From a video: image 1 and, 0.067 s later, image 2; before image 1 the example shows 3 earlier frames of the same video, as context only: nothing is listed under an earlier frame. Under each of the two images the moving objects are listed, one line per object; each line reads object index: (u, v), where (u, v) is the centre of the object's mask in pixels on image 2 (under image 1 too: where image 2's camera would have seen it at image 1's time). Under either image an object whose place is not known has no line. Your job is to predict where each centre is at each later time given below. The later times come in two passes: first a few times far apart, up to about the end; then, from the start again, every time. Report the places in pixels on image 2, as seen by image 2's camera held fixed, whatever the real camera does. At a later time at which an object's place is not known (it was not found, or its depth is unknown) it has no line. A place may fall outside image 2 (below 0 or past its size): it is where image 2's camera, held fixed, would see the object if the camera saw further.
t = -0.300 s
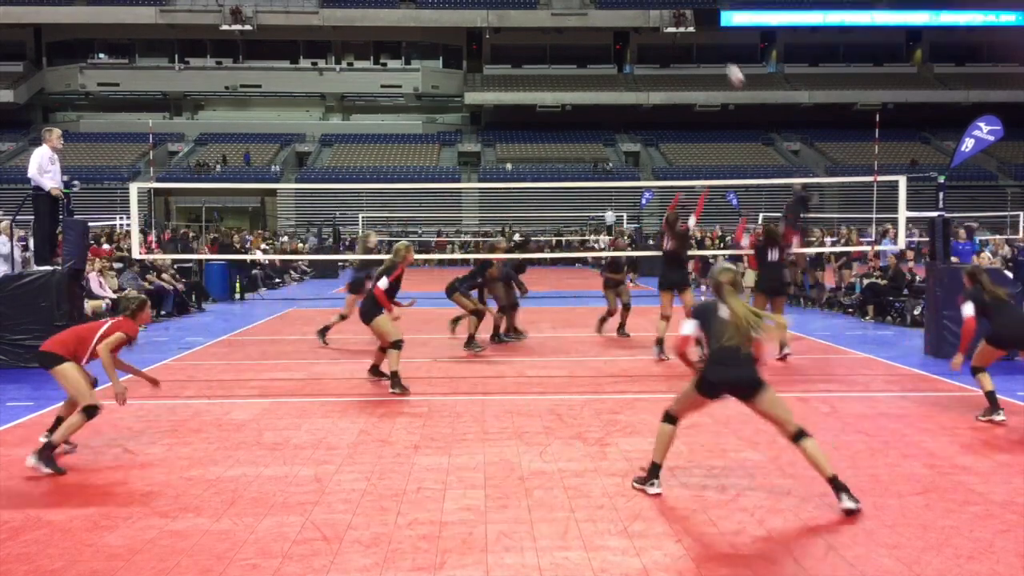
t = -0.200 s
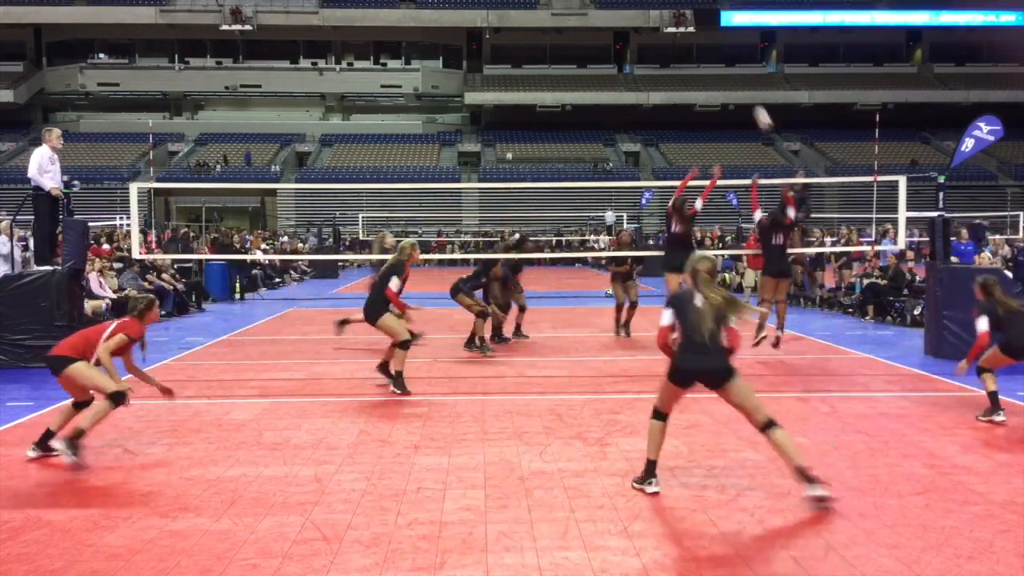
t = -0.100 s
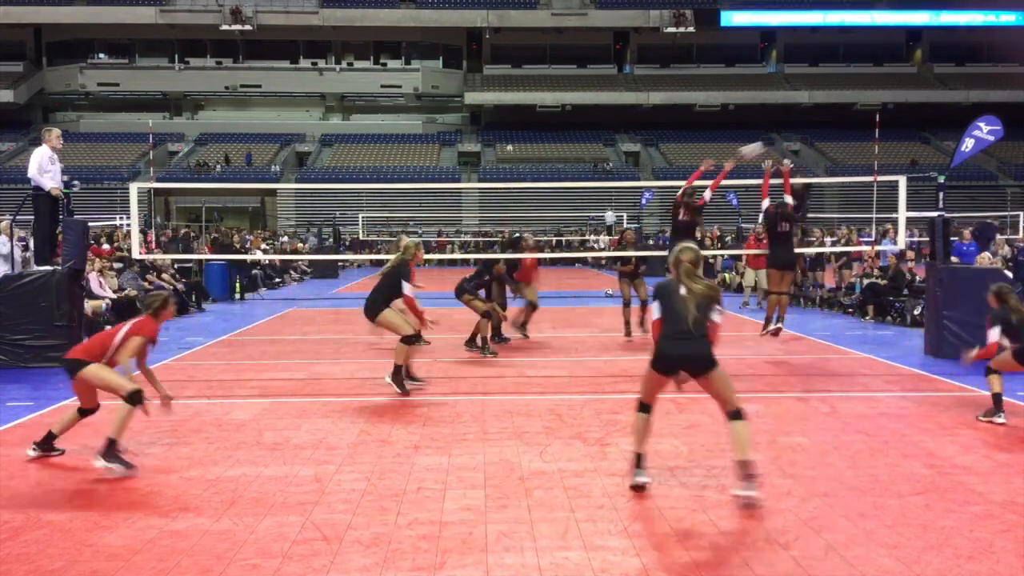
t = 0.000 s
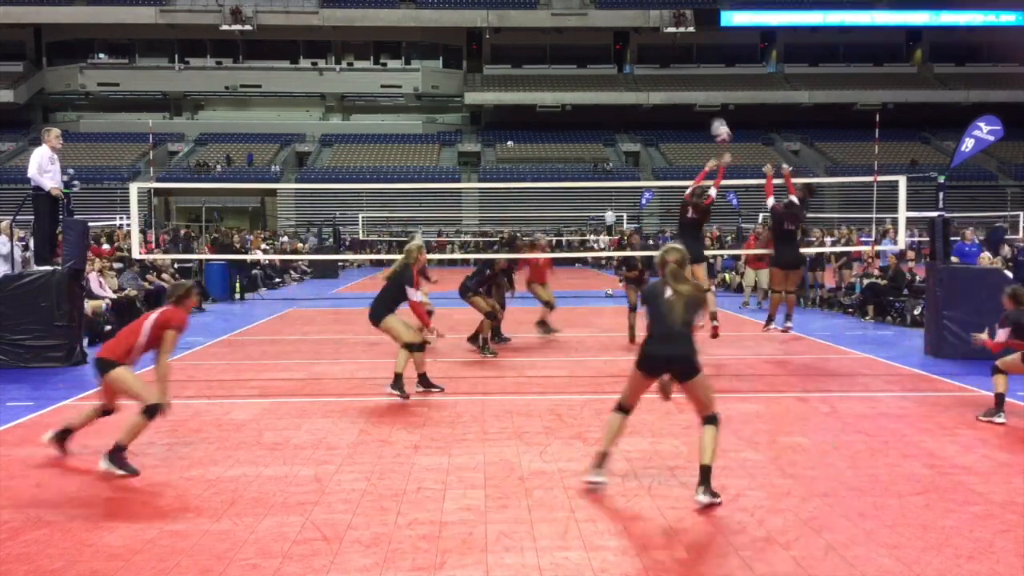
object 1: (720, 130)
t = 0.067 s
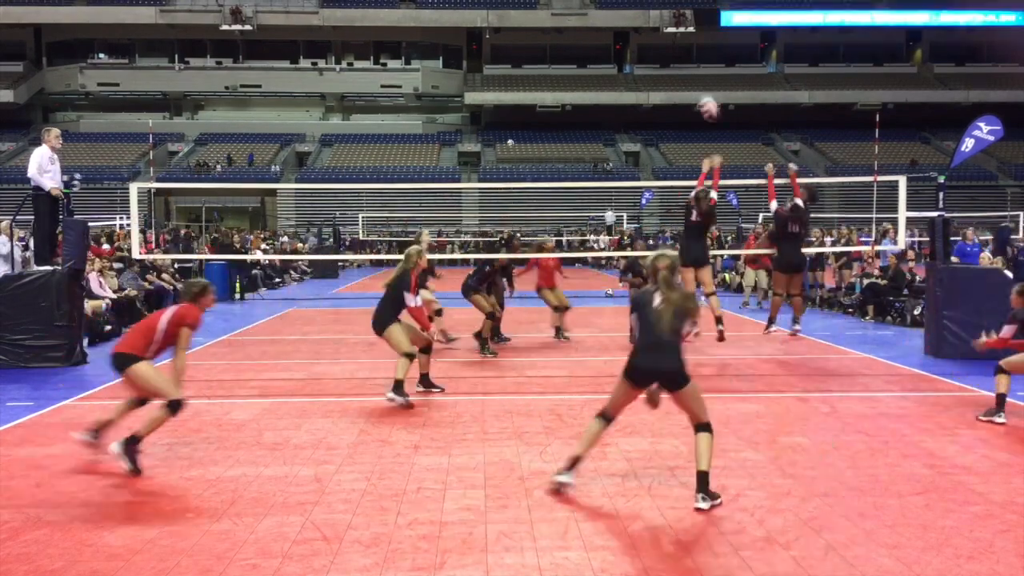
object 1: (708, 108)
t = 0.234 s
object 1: (674, 59)
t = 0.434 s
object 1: (625, 34)
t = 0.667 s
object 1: (552, 61)
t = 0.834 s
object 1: (488, 135)
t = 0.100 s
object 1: (702, 95)
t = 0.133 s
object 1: (695, 84)
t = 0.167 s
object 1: (688, 76)
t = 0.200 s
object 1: (681, 67)
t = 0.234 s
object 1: (674, 59)
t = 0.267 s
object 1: (666, 52)
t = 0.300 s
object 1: (659, 47)
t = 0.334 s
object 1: (651, 42)
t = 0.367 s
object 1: (642, 38)
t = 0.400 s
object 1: (634, 36)
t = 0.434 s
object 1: (625, 34)
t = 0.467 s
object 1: (615, 34)
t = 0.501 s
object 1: (606, 35)
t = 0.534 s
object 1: (595, 37)
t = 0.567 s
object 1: (585, 41)
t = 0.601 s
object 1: (575, 46)
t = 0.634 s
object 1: (563, 52)
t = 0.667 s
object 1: (552, 61)
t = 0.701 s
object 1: (540, 73)
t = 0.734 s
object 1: (527, 85)
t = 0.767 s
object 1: (513, 101)
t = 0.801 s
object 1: (501, 118)
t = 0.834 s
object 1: (488, 135)
